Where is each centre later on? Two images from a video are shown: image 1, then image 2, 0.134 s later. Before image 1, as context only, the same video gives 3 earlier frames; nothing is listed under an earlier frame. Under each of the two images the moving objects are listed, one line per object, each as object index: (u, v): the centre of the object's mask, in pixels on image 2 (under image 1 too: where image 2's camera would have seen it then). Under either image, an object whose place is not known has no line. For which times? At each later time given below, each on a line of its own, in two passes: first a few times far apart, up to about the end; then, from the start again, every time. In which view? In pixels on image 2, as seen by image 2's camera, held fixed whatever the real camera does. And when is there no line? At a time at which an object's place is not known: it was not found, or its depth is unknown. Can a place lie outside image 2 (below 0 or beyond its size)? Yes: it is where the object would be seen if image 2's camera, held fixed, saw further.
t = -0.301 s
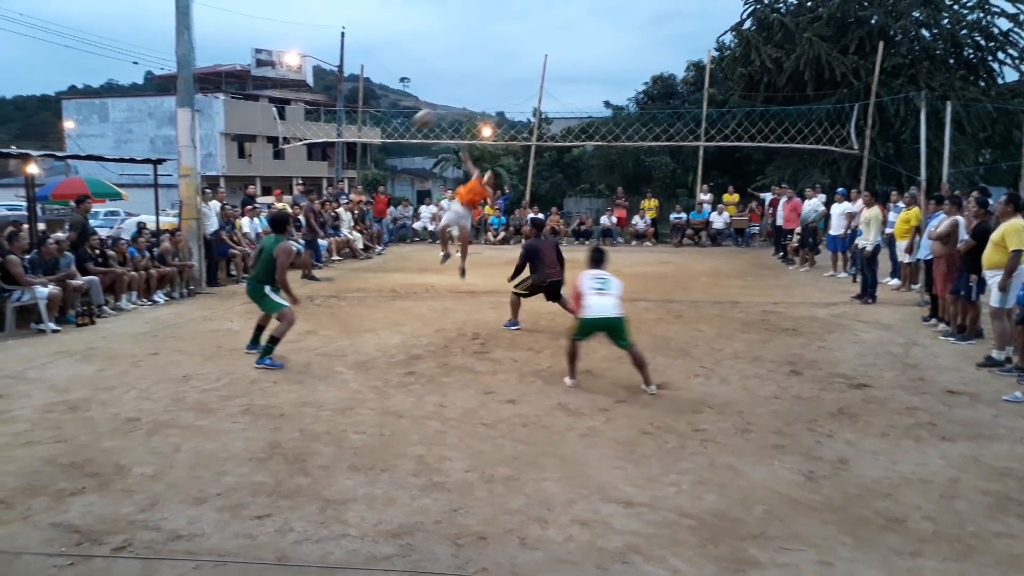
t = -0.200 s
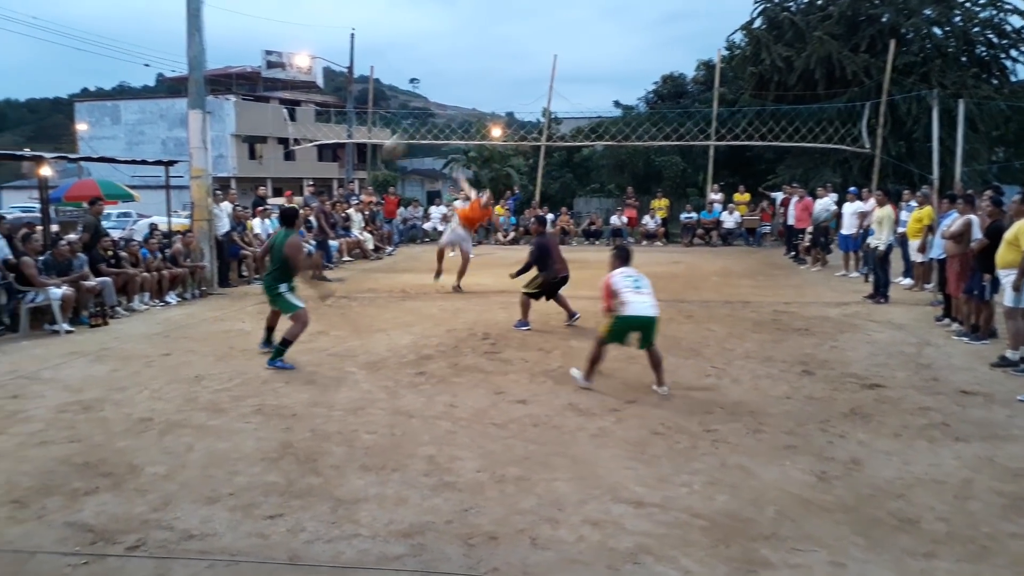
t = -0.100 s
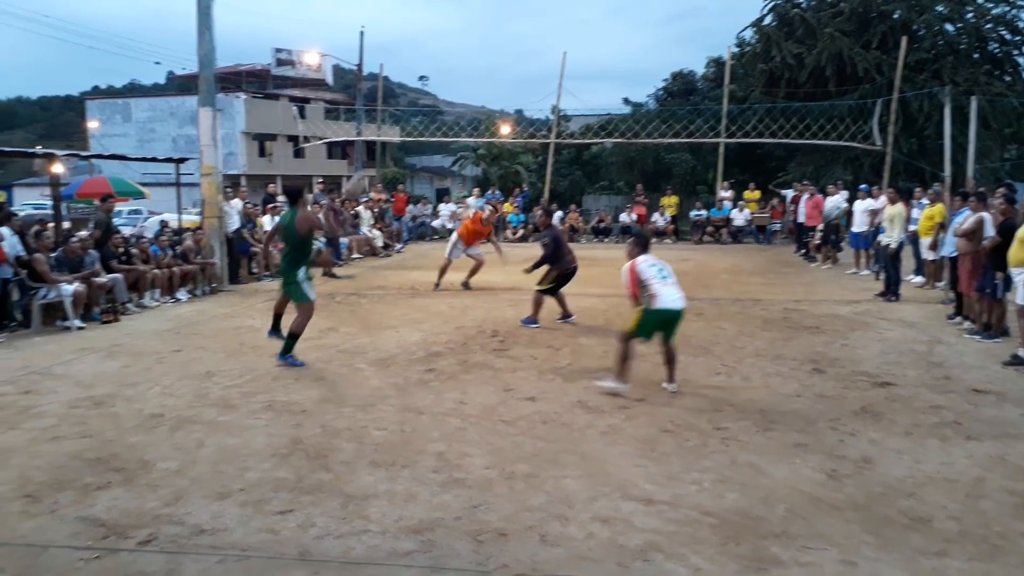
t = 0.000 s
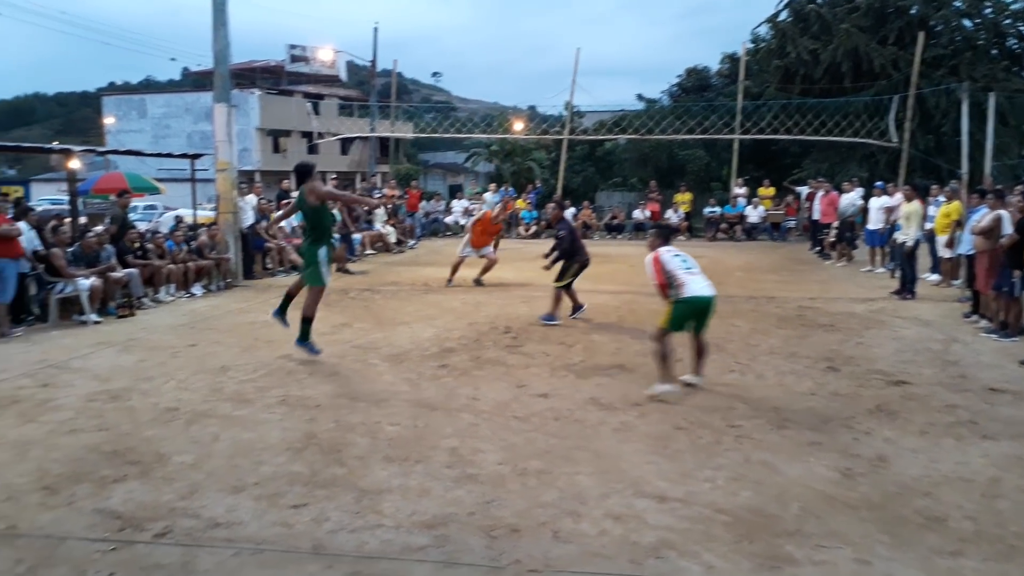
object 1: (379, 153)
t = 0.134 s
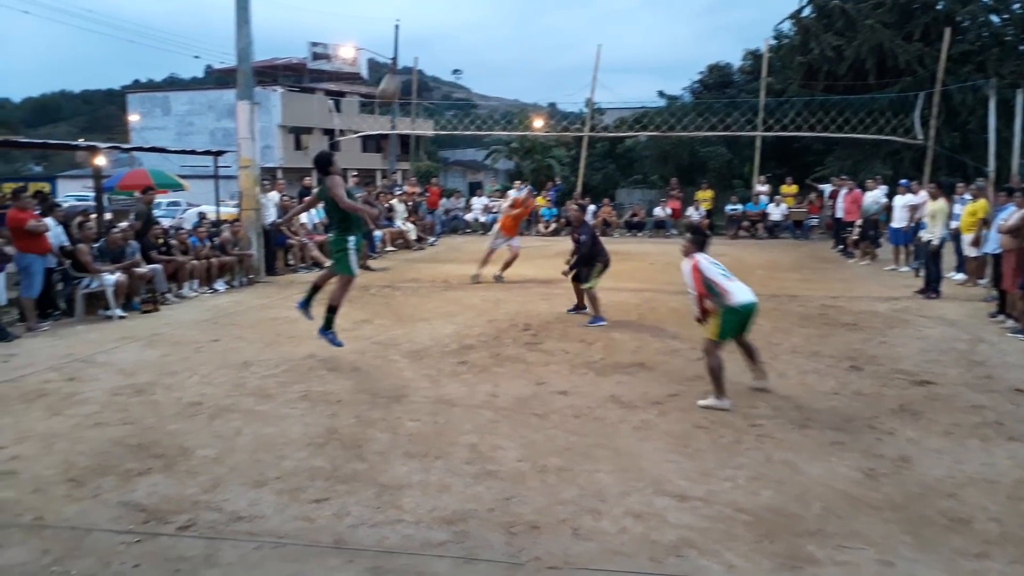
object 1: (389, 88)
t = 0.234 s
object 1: (398, 55)
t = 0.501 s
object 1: (417, 11)
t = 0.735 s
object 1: (431, 27)
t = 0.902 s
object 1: (441, 66)
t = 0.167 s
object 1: (389, 79)
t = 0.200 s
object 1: (393, 67)
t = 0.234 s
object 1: (398, 55)
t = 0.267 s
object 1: (400, 45)
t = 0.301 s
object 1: (403, 36)
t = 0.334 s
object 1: (405, 29)
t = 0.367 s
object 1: (407, 23)
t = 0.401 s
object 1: (410, 18)
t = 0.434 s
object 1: (412, 15)
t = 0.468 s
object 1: (414, 12)
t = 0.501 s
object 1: (417, 11)
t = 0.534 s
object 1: (419, 10)
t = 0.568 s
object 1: (421, 10)
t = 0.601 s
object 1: (423, 12)
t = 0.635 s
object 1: (425, 14)
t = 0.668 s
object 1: (427, 18)
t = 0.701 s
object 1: (429, 22)
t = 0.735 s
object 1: (431, 27)
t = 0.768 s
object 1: (433, 34)
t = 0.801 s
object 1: (435, 41)
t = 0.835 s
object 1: (437, 49)
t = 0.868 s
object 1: (438, 57)
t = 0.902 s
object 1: (441, 66)
